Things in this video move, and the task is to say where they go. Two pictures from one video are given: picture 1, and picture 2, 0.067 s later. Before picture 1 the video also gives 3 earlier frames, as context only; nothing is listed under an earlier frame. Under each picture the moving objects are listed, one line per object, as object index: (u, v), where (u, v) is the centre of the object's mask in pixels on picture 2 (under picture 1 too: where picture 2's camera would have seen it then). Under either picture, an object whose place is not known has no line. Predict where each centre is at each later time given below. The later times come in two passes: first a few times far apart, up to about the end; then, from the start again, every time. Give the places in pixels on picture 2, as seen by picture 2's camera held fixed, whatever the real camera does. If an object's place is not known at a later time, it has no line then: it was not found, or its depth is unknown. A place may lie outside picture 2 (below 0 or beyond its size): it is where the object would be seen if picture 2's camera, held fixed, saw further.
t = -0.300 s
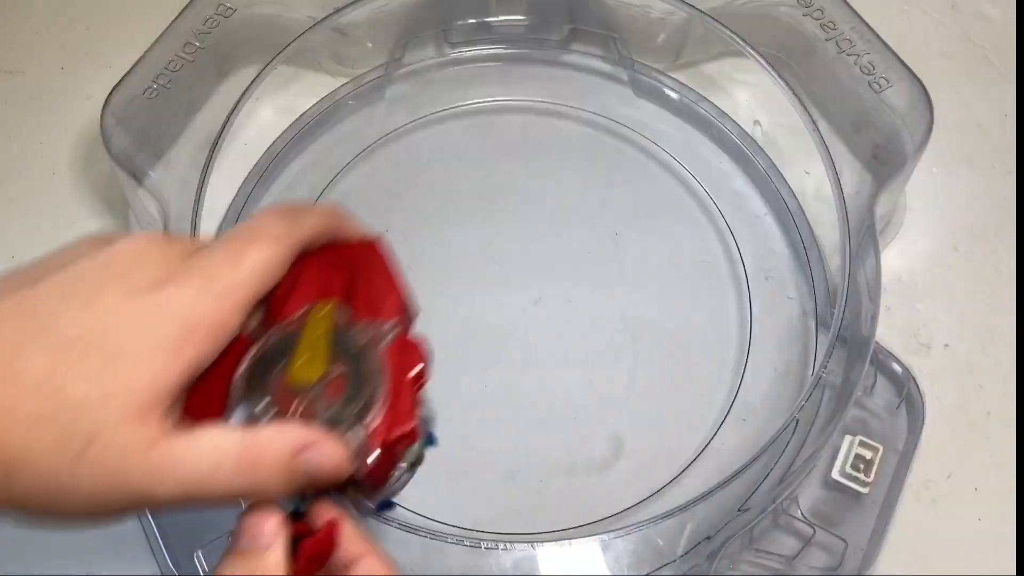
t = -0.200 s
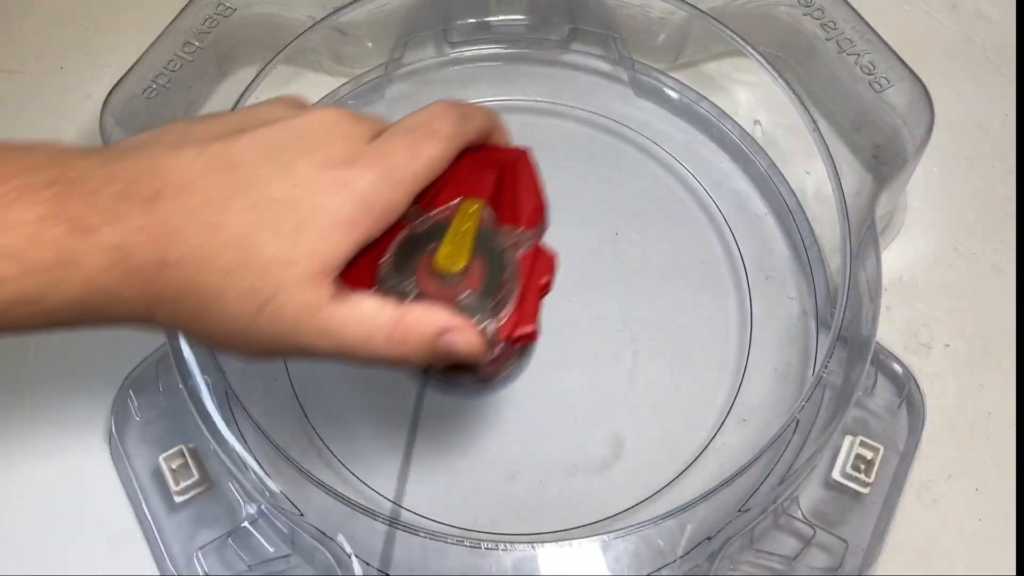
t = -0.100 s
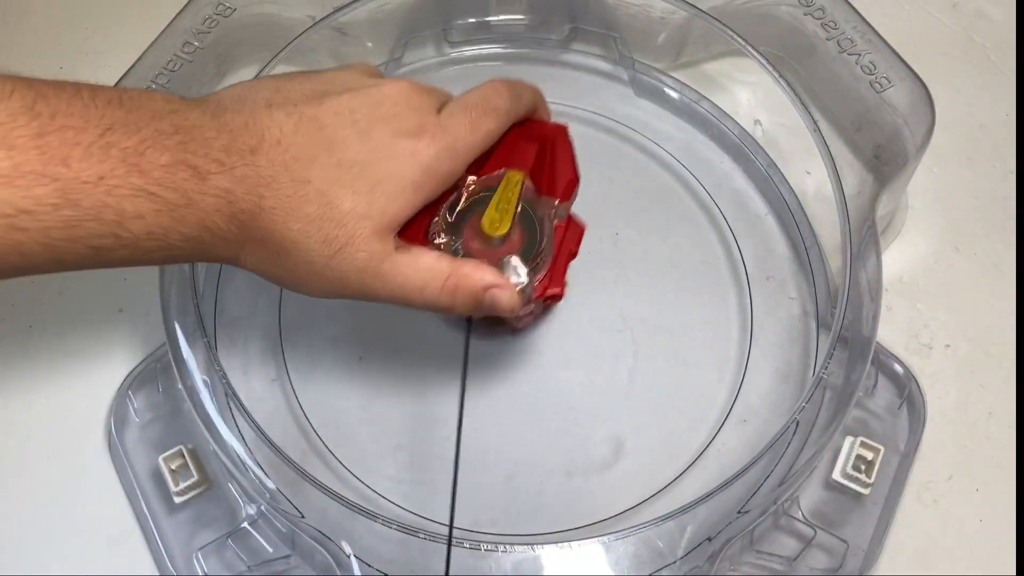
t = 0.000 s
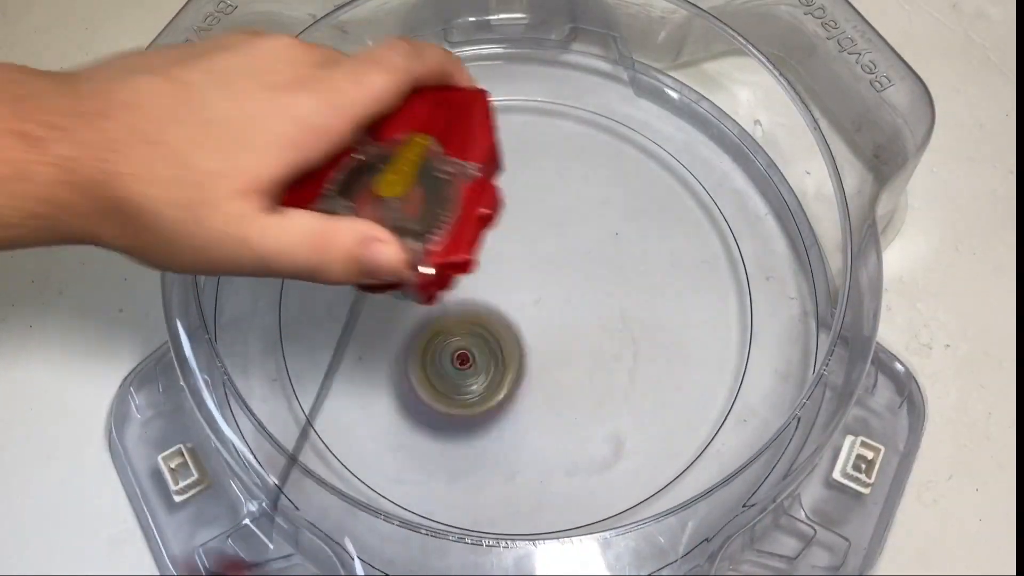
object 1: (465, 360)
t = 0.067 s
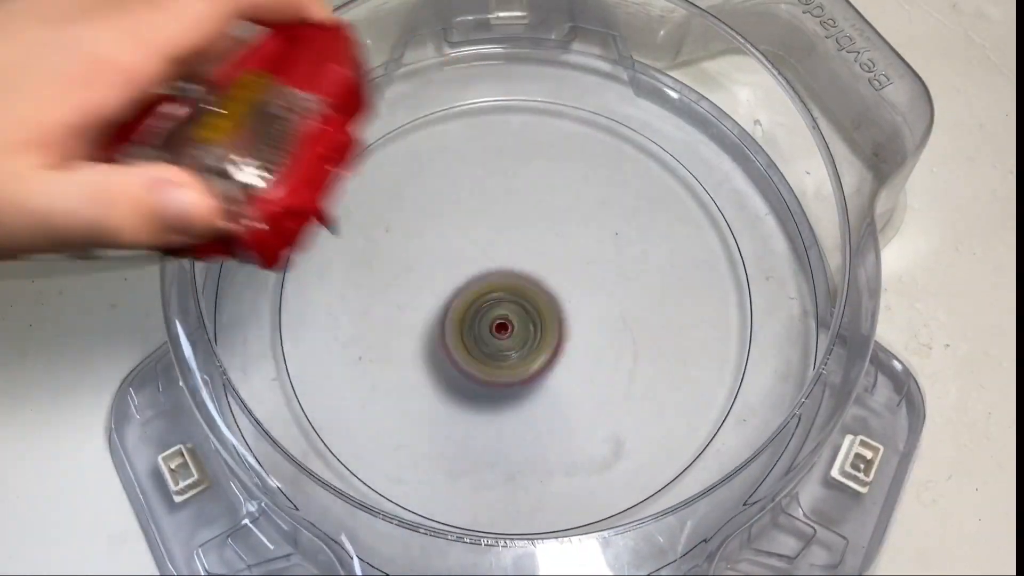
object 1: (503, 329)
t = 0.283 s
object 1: (633, 276)
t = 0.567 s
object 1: (500, 175)
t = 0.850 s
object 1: (339, 374)
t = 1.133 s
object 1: (701, 423)
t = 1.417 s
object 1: (395, 103)
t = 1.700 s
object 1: (646, 472)
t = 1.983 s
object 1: (502, 80)
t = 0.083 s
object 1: (515, 322)
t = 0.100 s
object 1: (526, 317)
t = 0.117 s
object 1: (536, 315)
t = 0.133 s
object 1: (547, 314)
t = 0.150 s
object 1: (557, 316)
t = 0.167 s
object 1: (570, 308)
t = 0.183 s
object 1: (583, 302)
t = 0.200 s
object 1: (595, 298)
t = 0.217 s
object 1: (607, 296)
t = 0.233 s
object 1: (615, 291)
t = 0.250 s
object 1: (622, 284)
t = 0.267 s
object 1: (628, 278)
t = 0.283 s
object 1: (633, 276)
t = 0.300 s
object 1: (637, 268)
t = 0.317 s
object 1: (640, 260)
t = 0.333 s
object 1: (641, 254)
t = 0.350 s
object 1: (640, 246)
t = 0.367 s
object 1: (638, 239)
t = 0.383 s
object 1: (634, 232)
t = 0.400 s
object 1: (628, 225)
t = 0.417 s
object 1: (622, 215)
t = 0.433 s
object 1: (613, 209)
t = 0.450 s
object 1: (602, 202)
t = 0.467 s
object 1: (590, 194)
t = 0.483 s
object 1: (578, 189)
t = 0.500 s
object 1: (564, 184)
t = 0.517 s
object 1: (548, 180)
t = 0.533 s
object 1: (533, 177)
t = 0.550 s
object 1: (517, 176)
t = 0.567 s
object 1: (500, 175)
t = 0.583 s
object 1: (485, 177)
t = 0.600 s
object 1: (471, 177)
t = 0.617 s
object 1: (454, 183)
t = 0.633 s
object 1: (439, 188)
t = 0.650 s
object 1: (425, 192)
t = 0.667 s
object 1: (412, 201)
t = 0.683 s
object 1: (400, 209)
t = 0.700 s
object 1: (385, 221)
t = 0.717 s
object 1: (374, 234)
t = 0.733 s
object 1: (365, 245)
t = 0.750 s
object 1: (354, 262)
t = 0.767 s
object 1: (348, 278)
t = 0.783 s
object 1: (341, 296)
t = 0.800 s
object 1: (339, 316)
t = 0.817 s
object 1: (337, 333)
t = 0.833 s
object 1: (337, 353)
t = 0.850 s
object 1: (339, 374)
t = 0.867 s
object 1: (343, 394)
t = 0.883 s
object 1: (351, 414)
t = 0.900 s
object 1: (362, 432)
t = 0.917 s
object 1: (375, 452)
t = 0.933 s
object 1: (389, 470)
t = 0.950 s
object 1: (403, 487)
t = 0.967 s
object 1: (426, 497)
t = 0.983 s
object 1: (451, 503)
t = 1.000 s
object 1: (477, 502)
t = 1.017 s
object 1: (504, 499)
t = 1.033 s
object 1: (534, 491)
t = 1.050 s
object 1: (563, 488)
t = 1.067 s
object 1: (595, 481)
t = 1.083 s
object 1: (624, 476)
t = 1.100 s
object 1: (656, 465)
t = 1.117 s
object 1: (682, 447)
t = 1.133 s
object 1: (701, 423)
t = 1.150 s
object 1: (718, 399)
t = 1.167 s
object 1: (736, 369)
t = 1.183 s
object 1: (745, 337)
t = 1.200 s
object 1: (750, 304)
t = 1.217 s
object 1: (746, 272)
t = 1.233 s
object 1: (740, 238)
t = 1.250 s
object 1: (727, 205)
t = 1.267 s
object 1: (710, 173)
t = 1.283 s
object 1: (685, 149)
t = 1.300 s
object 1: (655, 124)
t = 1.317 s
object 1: (623, 107)
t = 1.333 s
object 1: (586, 90)
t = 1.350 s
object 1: (549, 83)
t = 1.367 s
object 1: (510, 81)
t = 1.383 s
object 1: (471, 83)
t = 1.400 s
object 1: (430, 90)
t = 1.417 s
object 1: (395, 103)
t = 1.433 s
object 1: (363, 124)
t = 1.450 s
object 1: (333, 150)
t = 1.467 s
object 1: (310, 179)
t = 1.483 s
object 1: (291, 213)
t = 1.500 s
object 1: (282, 250)
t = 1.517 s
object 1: (279, 290)
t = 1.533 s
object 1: (282, 332)
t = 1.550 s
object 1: (294, 372)
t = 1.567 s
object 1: (317, 409)
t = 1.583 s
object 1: (344, 443)
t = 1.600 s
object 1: (379, 470)
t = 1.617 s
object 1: (422, 491)
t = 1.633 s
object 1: (467, 504)
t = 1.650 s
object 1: (509, 507)
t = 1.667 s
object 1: (557, 493)
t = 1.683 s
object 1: (602, 484)
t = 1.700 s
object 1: (646, 472)
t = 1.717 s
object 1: (680, 449)
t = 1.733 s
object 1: (708, 421)
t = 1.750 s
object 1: (732, 388)
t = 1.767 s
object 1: (746, 353)
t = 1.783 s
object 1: (753, 318)
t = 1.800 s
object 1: (754, 284)
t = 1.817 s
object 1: (749, 250)
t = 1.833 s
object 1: (740, 219)
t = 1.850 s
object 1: (726, 190)
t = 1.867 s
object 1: (706, 163)
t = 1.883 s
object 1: (682, 140)
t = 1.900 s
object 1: (657, 119)
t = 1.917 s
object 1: (629, 103)
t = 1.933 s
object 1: (600, 92)
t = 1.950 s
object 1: (568, 83)
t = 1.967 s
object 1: (535, 80)
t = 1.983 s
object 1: (502, 80)
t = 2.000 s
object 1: (466, 83)
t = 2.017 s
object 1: (433, 93)
